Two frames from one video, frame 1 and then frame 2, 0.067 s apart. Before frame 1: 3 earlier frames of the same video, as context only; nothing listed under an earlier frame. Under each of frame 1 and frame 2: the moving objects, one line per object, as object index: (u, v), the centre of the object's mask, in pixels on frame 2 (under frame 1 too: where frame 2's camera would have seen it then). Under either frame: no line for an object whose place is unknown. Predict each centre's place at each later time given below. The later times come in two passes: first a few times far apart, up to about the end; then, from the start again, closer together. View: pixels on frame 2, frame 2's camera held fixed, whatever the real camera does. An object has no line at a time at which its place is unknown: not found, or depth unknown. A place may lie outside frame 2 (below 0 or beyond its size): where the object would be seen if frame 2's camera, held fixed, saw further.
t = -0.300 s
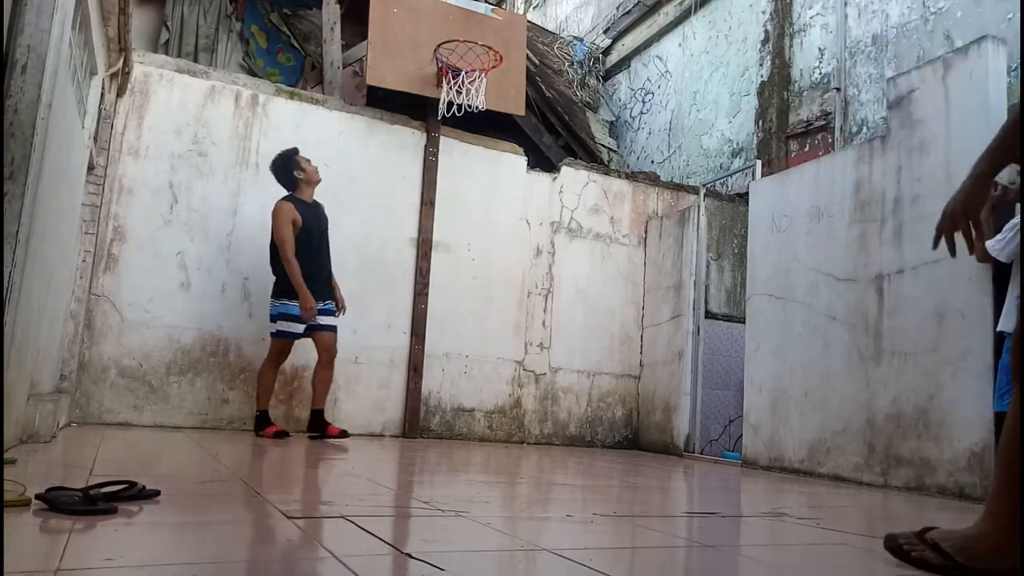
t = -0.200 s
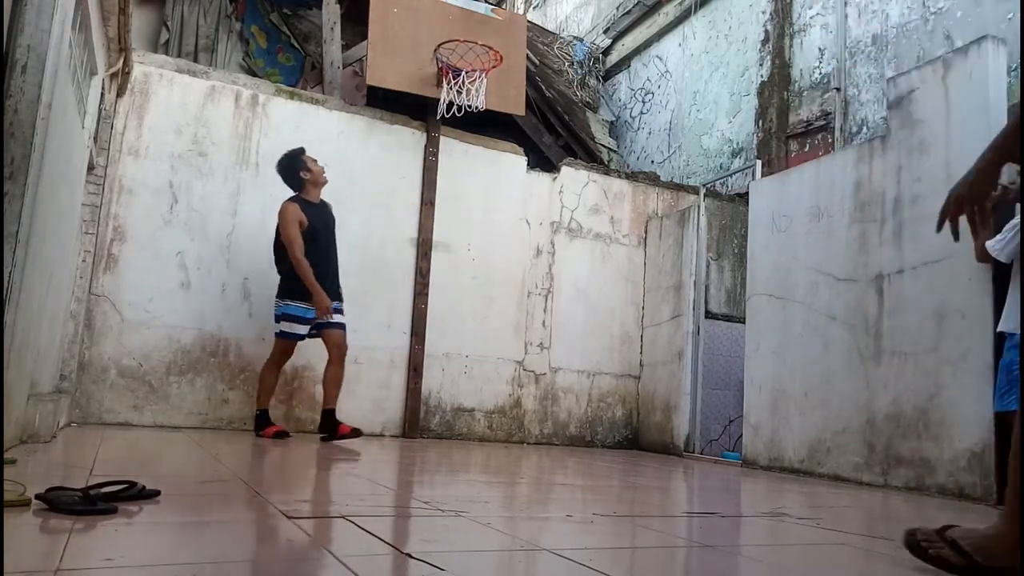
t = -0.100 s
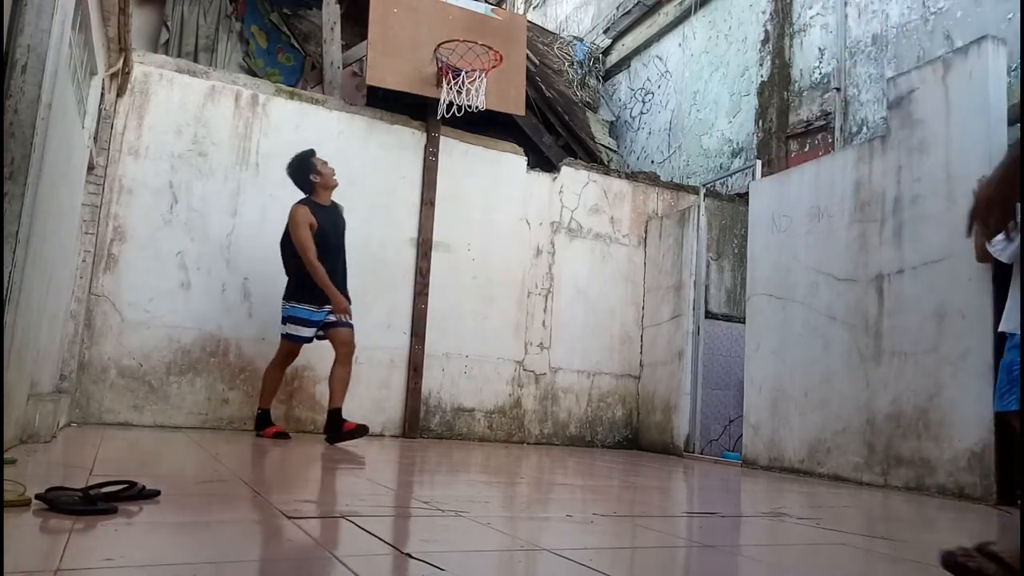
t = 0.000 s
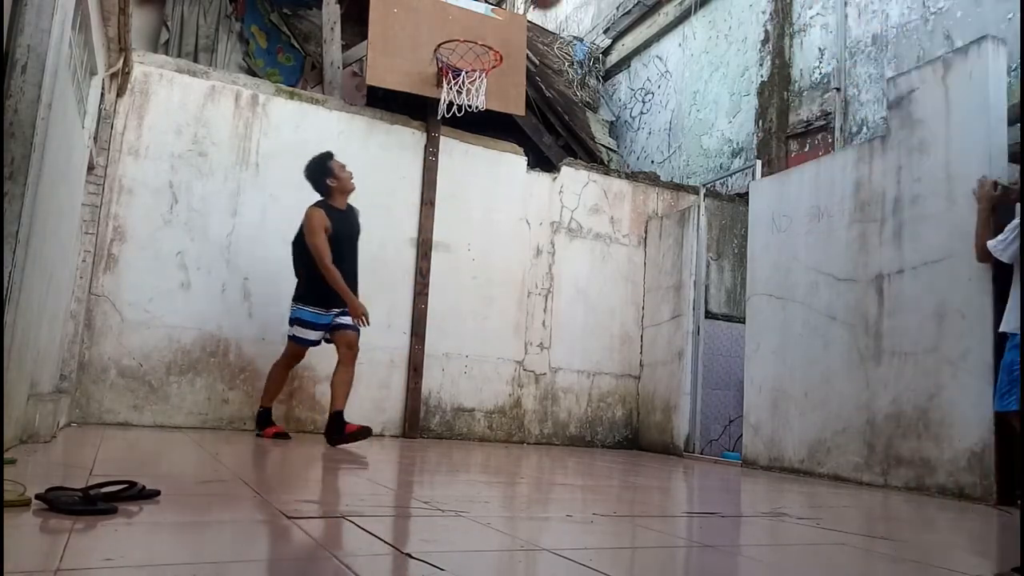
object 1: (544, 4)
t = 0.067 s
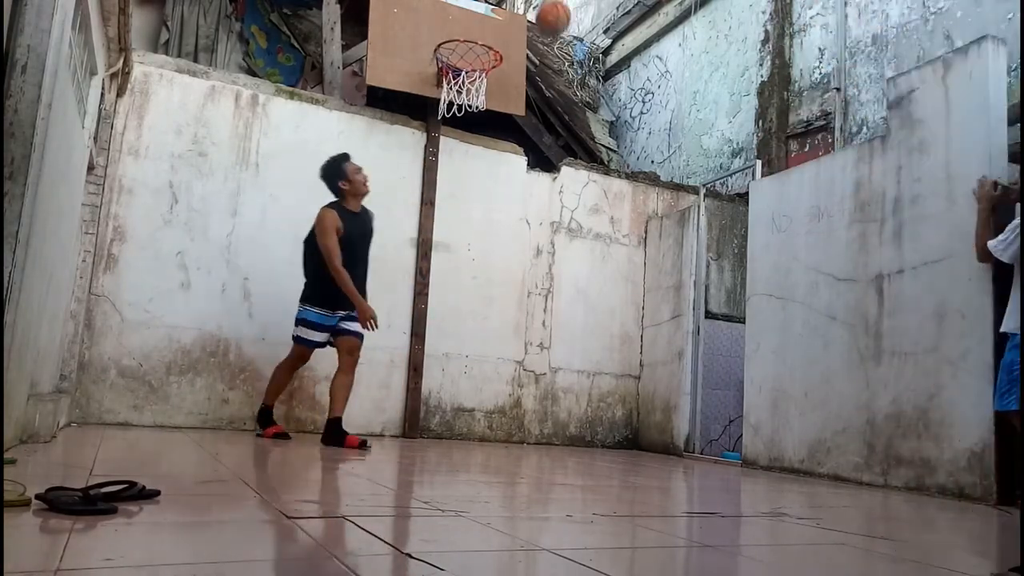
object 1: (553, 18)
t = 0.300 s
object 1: (575, 167)
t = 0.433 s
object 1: (585, 303)
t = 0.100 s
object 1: (557, 33)
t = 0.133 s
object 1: (560, 51)
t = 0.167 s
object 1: (563, 70)
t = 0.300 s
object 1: (575, 167)
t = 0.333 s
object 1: (578, 198)
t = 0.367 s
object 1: (580, 232)
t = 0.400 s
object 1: (583, 267)
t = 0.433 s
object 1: (585, 303)
